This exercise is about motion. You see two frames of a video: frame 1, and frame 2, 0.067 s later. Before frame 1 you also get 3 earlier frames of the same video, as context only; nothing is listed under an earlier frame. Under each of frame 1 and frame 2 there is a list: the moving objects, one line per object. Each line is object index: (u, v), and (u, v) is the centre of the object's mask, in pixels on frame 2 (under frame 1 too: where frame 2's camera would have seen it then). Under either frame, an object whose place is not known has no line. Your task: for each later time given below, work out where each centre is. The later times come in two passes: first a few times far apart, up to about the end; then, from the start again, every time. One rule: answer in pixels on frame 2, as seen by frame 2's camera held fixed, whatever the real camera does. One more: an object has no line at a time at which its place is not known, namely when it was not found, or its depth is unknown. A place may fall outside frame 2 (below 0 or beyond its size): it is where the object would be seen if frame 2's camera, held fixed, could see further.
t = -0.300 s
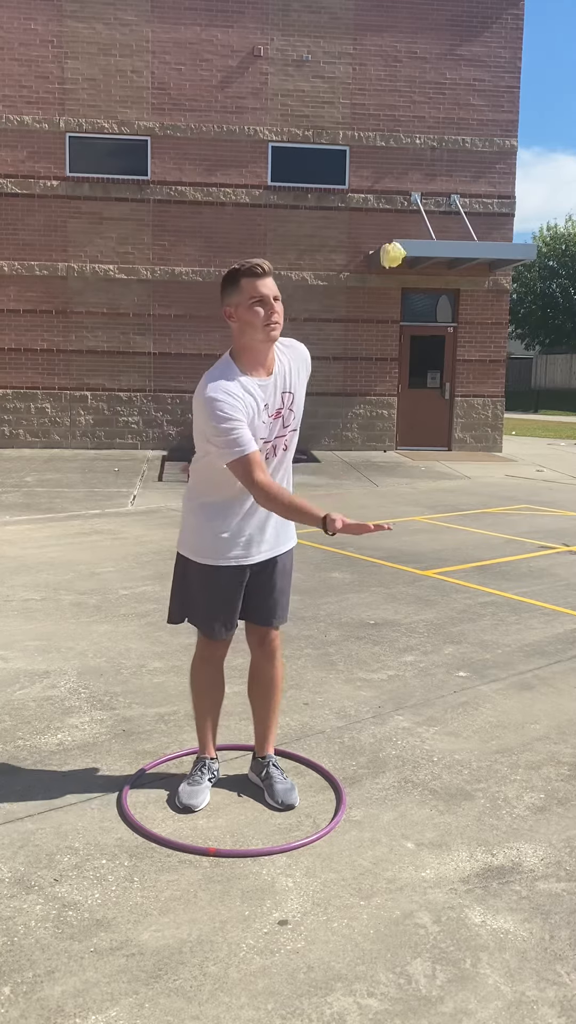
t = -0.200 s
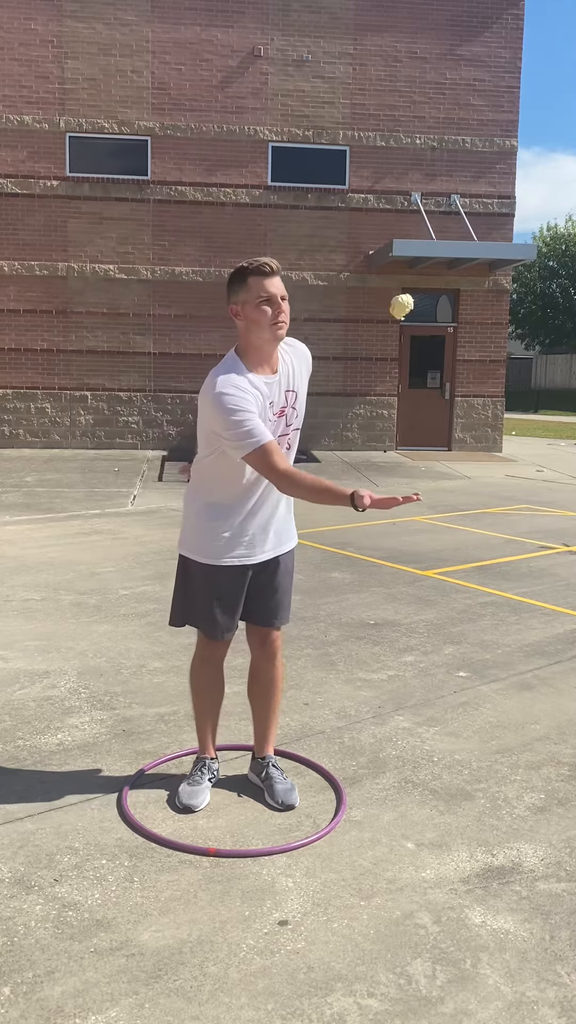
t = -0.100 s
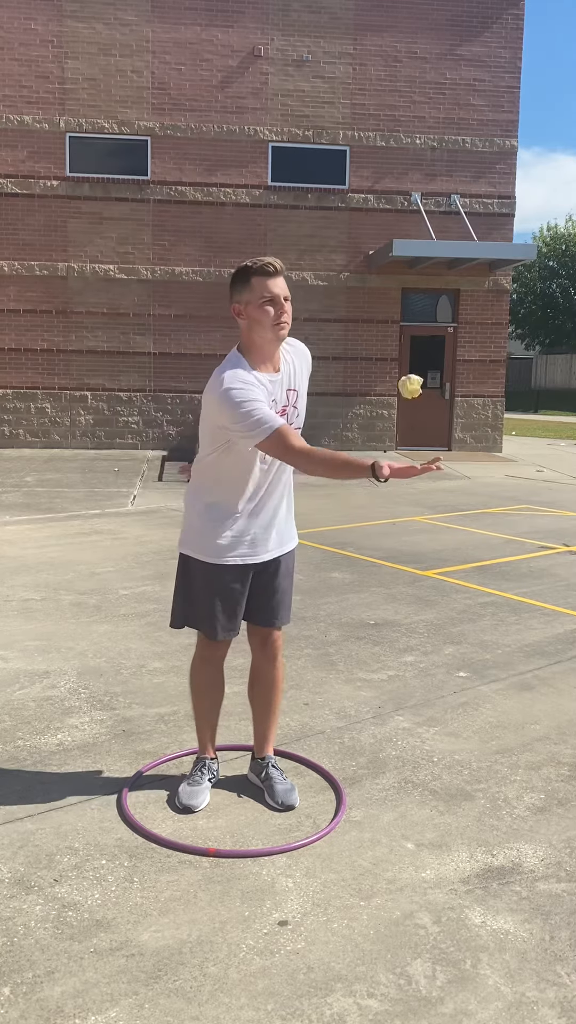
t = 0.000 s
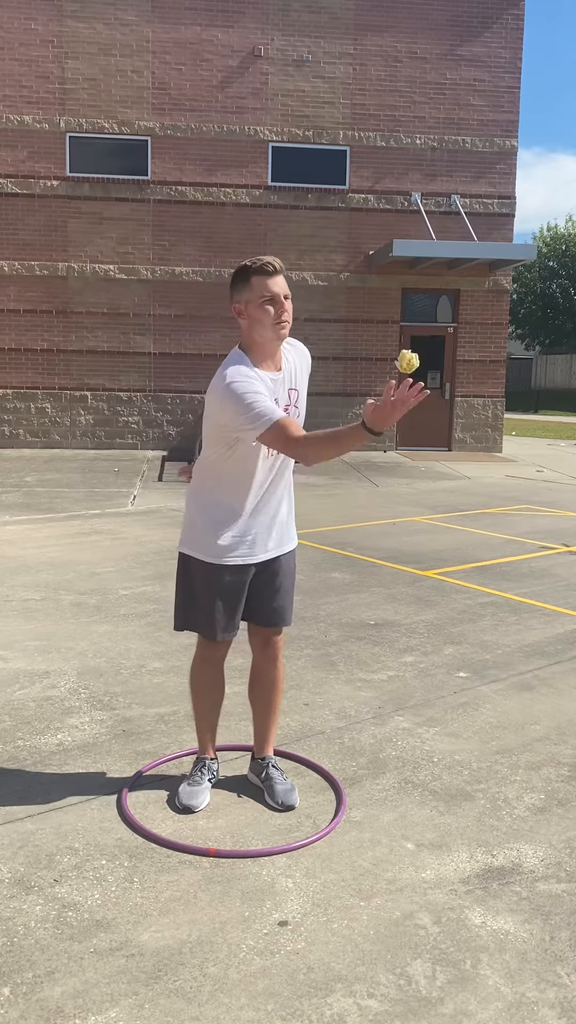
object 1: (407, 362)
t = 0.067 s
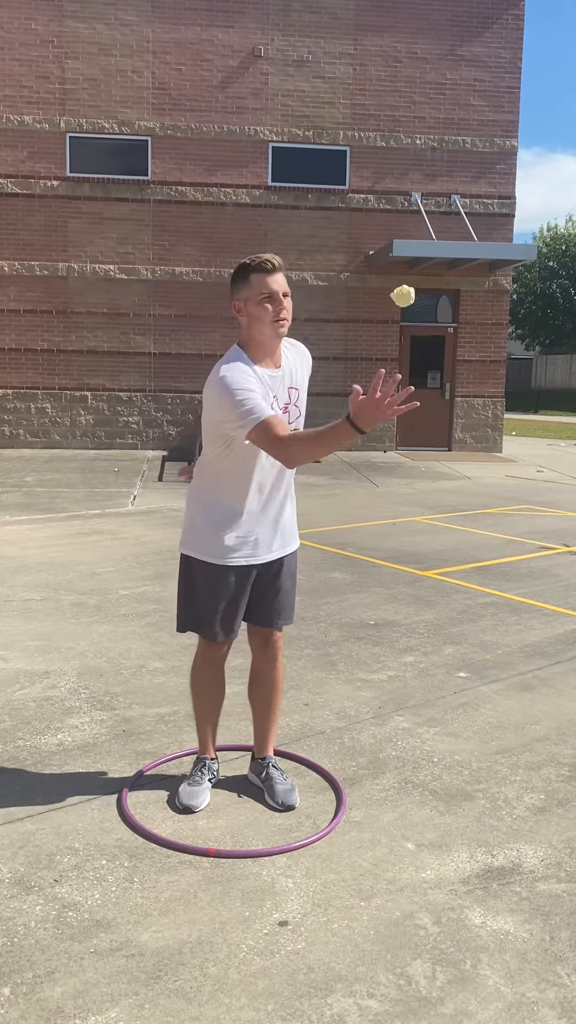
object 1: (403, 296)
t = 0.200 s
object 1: (394, 226)
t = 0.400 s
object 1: (373, 253)
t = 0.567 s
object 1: (350, 367)
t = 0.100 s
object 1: (401, 271)
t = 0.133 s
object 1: (399, 252)
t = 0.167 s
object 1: (397, 238)
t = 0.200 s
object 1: (394, 226)
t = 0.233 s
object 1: (390, 220)
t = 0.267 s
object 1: (387, 218)
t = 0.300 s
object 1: (383, 220)
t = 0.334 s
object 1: (380, 228)
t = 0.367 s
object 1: (376, 238)
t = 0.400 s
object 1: (373, 253)
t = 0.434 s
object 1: (370, 272)
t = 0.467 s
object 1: (365, 291)
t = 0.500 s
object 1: (360, 314)
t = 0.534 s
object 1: (355, 339)
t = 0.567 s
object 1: (350, 367)
